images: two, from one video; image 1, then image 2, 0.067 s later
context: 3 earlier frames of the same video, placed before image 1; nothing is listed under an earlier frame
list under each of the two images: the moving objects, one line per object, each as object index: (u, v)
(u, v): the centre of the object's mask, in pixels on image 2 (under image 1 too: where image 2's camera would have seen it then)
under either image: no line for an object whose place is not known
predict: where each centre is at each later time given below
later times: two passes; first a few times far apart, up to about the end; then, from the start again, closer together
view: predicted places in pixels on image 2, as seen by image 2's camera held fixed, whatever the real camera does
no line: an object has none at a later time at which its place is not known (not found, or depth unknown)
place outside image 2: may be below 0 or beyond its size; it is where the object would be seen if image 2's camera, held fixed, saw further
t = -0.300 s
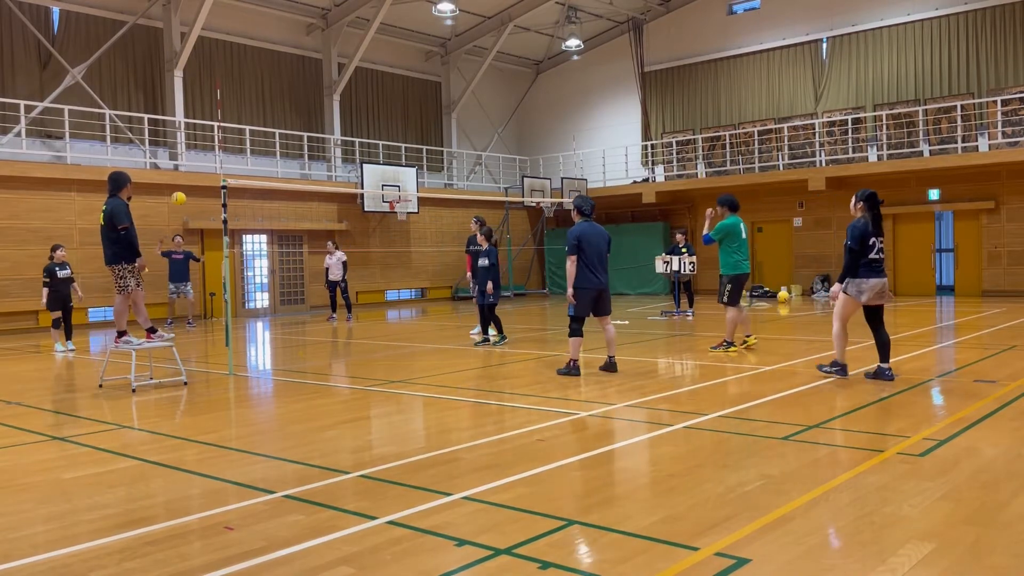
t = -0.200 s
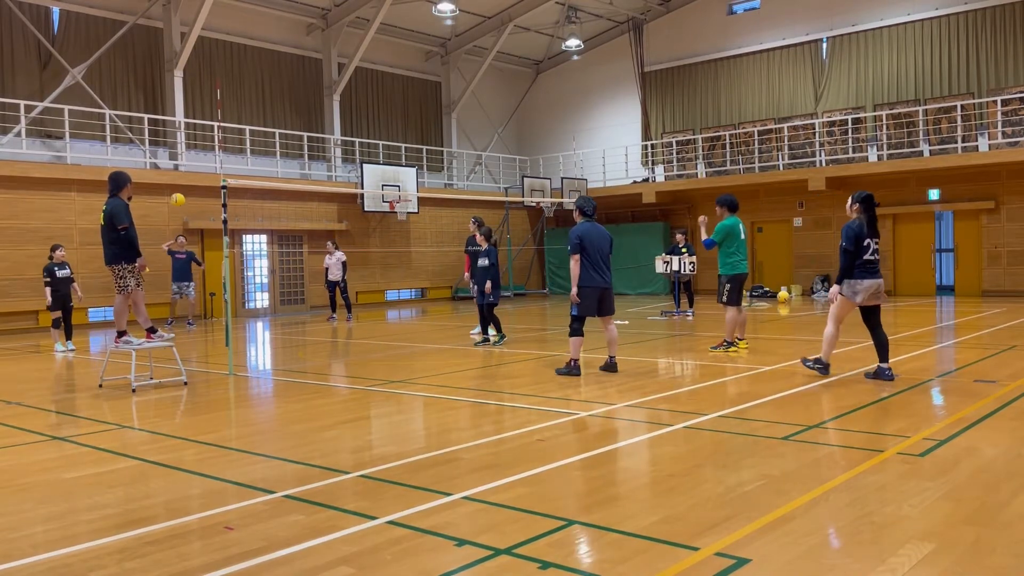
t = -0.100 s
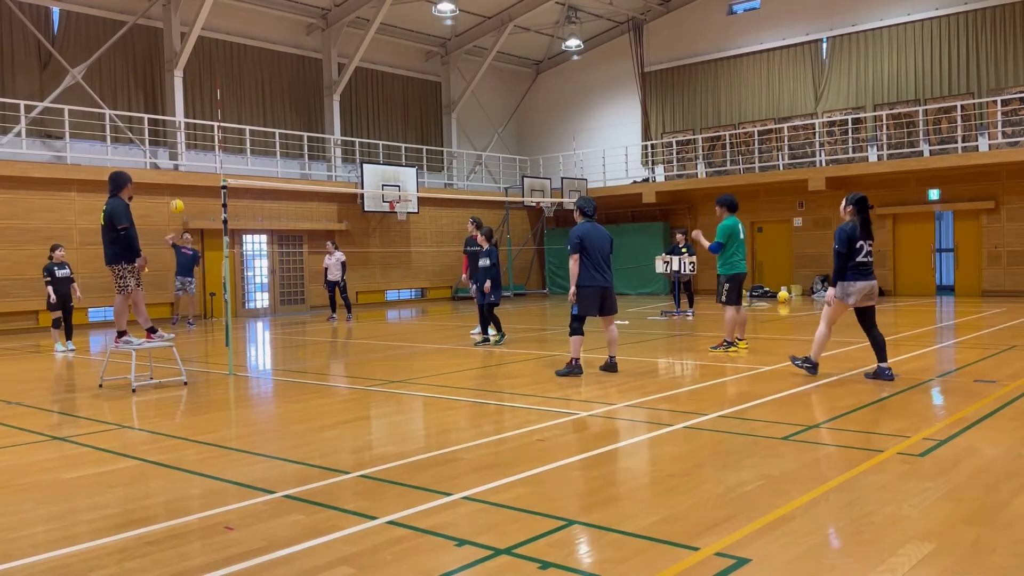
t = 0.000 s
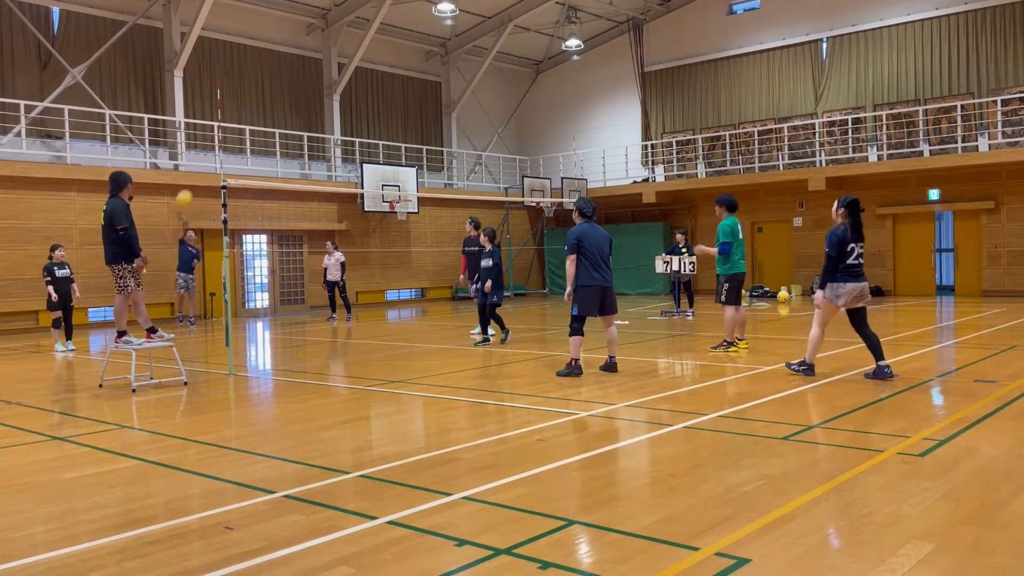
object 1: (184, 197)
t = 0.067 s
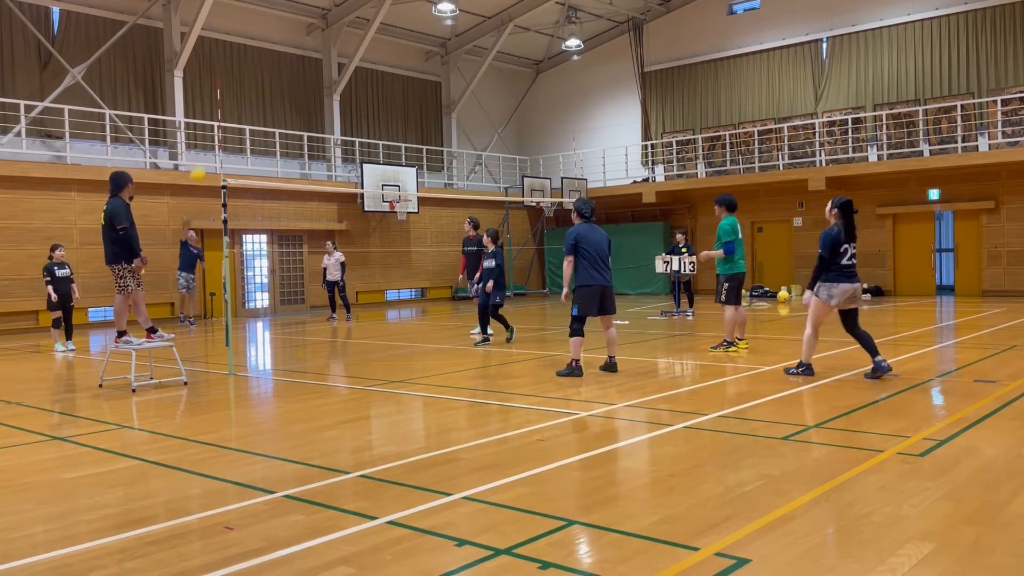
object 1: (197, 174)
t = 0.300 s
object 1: (255, 105)
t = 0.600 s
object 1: (346, 44)
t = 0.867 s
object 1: (445, 29)
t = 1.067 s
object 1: (533, 55)
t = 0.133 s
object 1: (212, 152)
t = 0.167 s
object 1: (221, 142)
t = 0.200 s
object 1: (229, 133)
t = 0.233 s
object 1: (238, 123)
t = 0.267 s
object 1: (246, 114)
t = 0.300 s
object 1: (255, 105)
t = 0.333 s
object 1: (265, 97)
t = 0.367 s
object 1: (274, 89)
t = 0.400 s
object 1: (283, 81)
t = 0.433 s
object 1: (294, 74)
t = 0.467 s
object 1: (304, 67)
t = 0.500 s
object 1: (314, 60)
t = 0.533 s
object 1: (324, 54)
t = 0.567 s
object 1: (335, 49)
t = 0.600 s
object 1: (346, 44)
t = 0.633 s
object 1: (357, 39)
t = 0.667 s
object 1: (369, 36)
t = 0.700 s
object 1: (381, 33)
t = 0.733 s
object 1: (393, 31)
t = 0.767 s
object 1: (405, 29)
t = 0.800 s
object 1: (418, 29)
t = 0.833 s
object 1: (431, 28)
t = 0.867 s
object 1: (445, 29)
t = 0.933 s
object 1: (473, 34)
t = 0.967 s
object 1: (488, 37)
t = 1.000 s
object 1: (502, 42)
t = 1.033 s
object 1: (517, 48)
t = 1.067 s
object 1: (533, 55)
